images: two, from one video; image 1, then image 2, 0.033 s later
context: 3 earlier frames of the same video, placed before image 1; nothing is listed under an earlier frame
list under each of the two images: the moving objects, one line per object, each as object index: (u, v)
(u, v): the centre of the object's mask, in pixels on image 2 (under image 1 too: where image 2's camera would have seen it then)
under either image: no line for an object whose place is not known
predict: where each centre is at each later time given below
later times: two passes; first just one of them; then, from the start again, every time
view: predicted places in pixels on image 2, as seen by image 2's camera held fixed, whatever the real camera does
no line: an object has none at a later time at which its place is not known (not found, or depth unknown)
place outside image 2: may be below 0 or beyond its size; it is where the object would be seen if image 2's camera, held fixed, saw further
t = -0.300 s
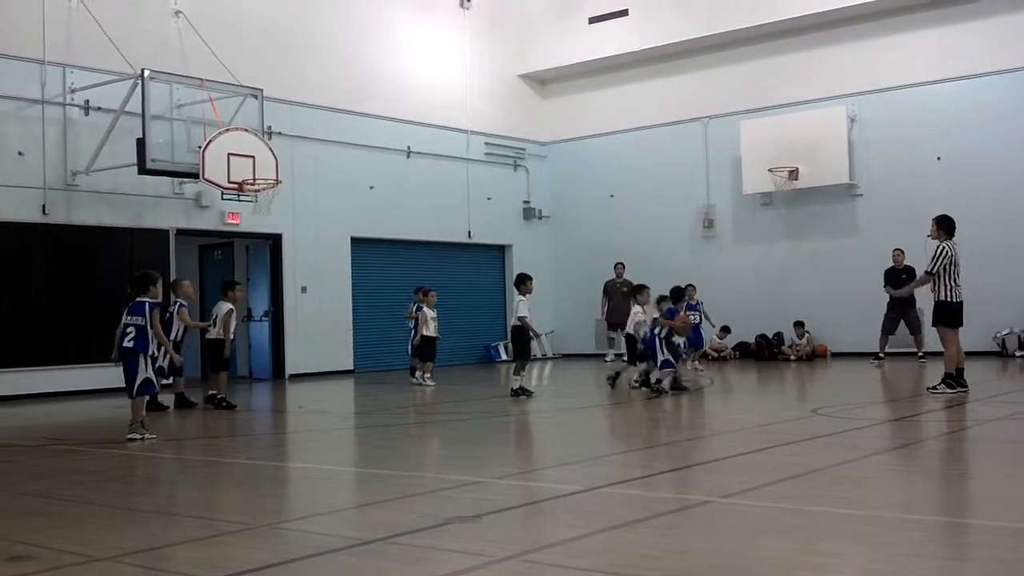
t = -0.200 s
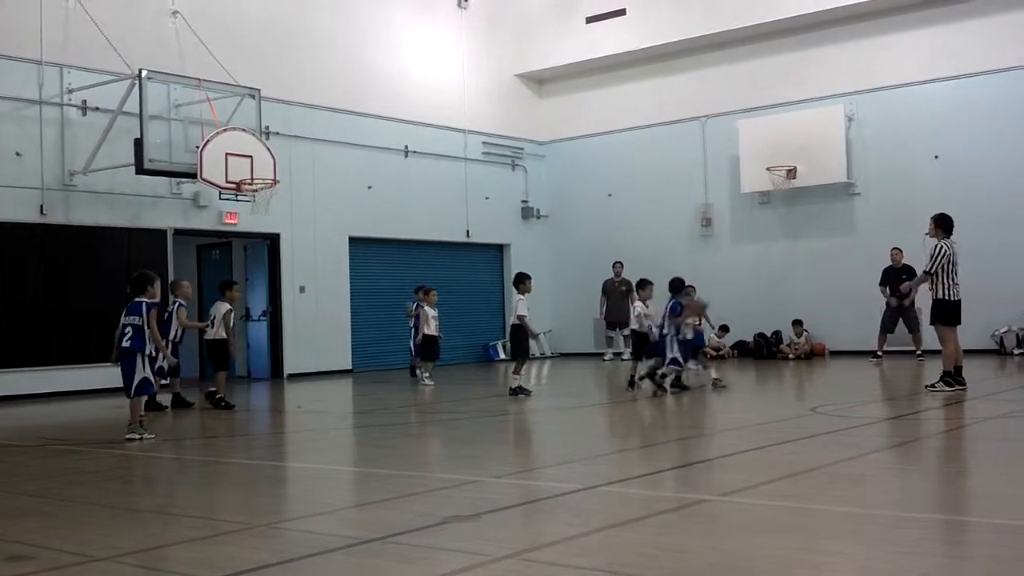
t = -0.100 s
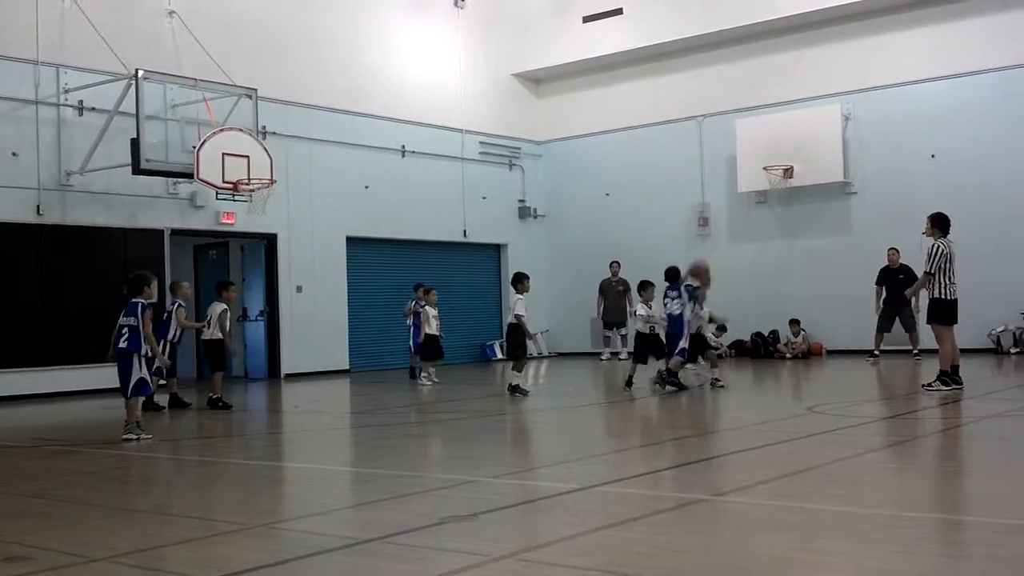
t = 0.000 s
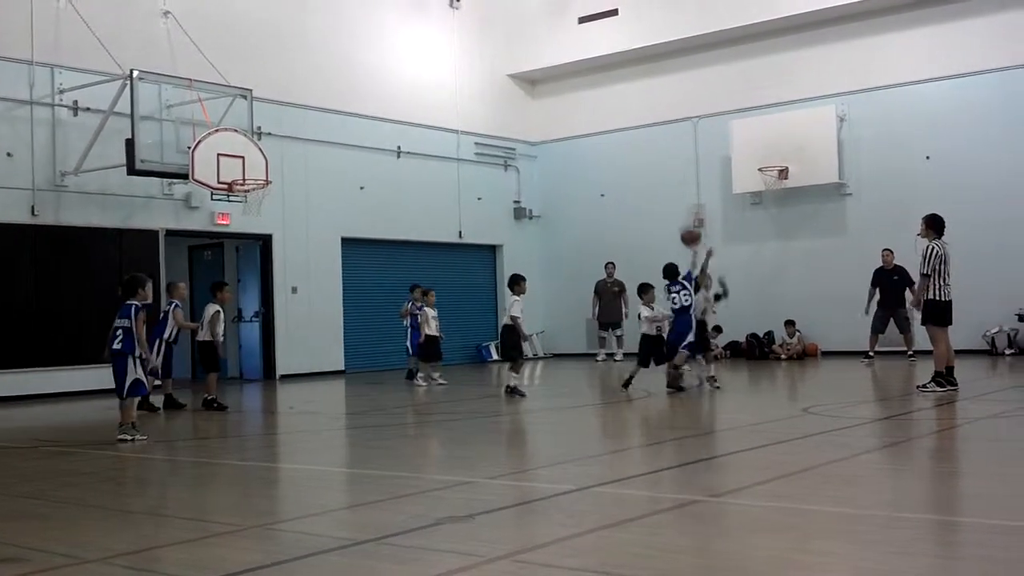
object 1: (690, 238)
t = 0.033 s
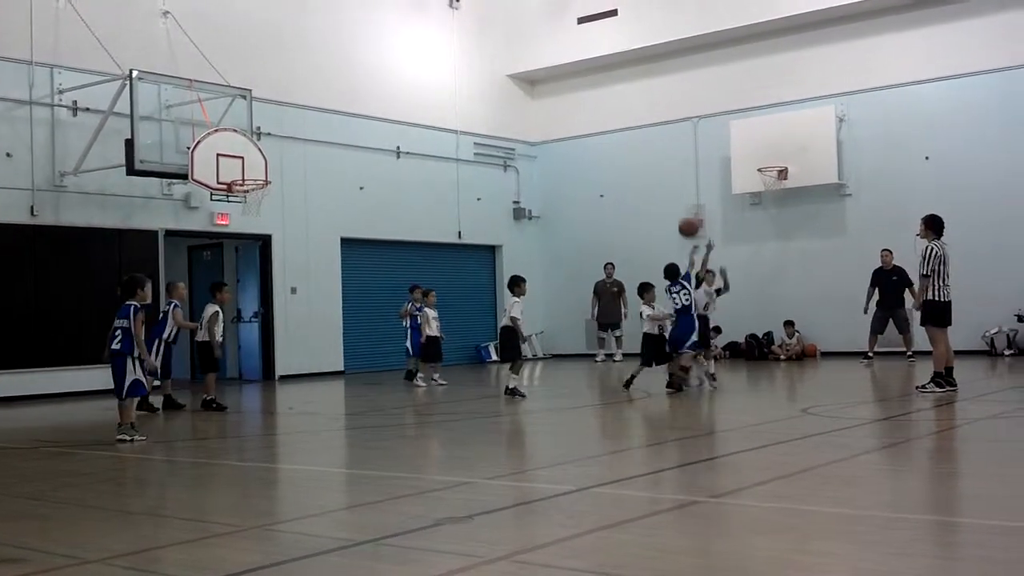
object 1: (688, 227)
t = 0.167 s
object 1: (683, 202)
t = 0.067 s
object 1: (687, 219)
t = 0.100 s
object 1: (686, 212)
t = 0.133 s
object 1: (684, 207)
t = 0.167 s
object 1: (683, 202)
